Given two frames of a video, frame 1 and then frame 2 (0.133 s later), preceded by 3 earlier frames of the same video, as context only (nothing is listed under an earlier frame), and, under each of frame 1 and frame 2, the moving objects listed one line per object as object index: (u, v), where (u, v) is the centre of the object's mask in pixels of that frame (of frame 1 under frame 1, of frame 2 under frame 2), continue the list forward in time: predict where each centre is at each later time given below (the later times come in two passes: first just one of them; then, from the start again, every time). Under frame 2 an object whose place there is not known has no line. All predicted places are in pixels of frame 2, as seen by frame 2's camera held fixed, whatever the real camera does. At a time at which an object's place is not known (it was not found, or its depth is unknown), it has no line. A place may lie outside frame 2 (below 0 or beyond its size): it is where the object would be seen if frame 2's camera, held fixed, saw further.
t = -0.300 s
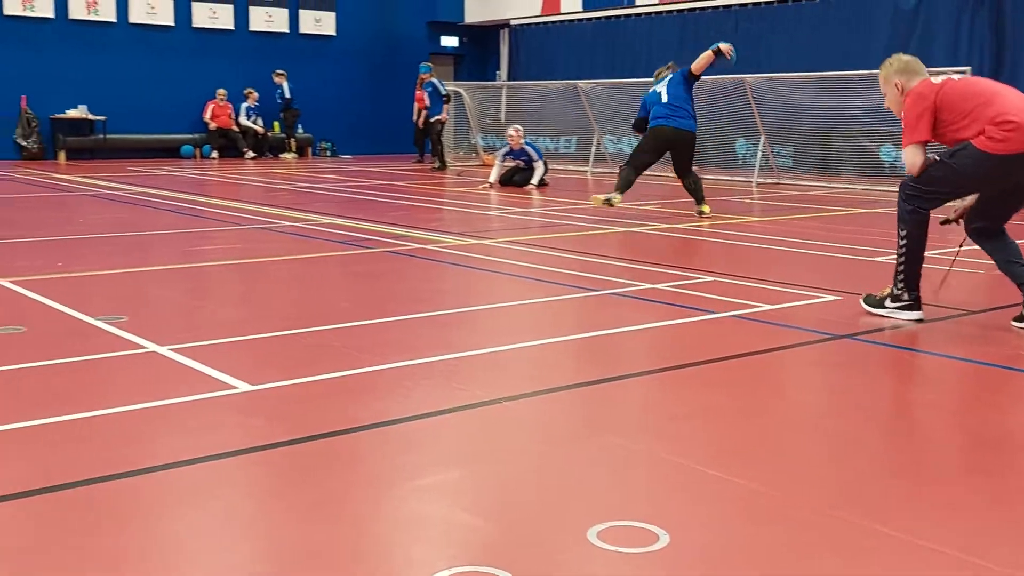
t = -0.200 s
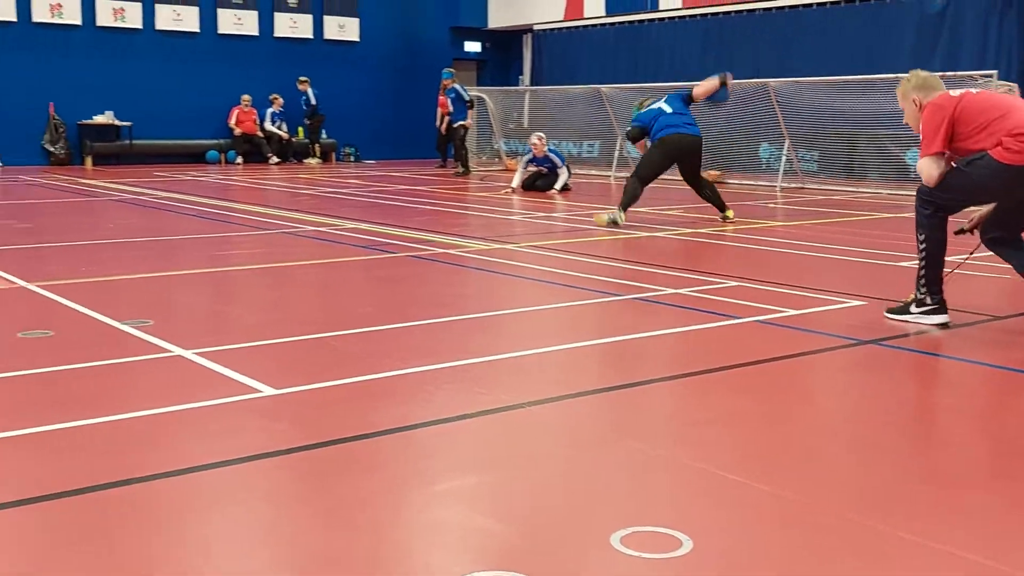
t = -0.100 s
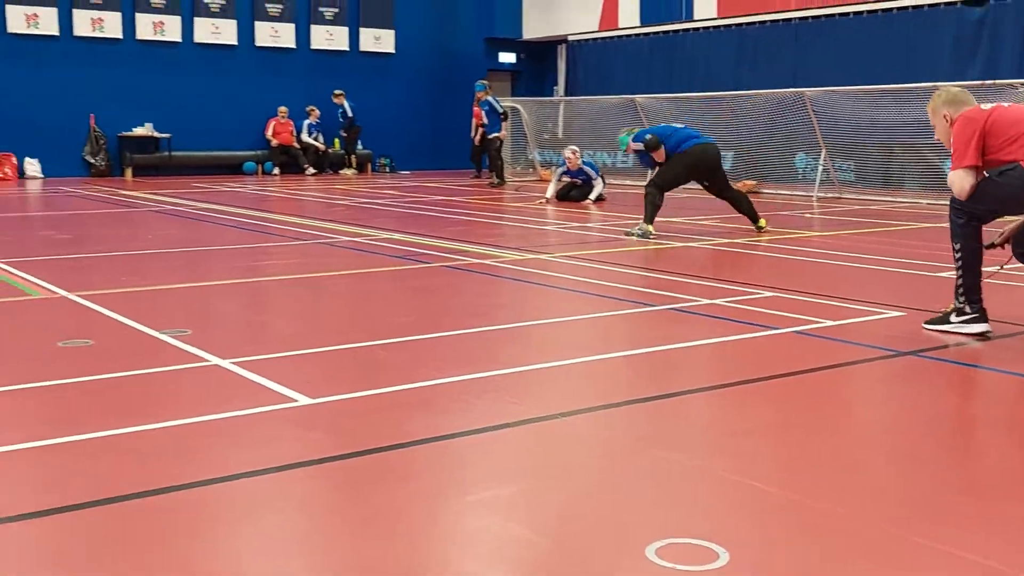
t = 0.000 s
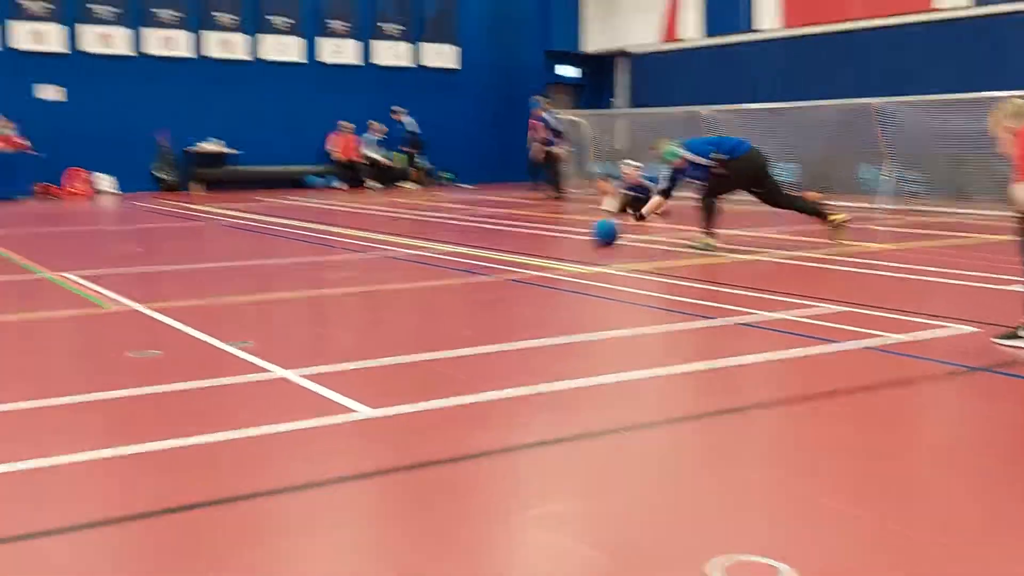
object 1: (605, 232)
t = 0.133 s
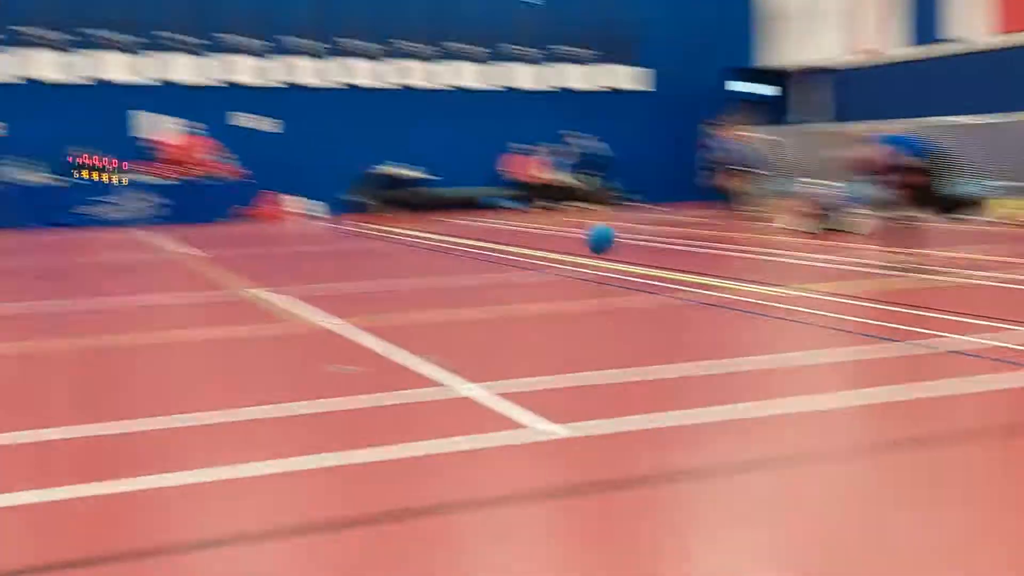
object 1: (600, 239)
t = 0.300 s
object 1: (356, 258)
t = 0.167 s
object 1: (551, 240)
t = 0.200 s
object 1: (500, 241)
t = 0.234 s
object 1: (452, 246)
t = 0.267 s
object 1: (406, 251)
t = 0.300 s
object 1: (356, 258)
